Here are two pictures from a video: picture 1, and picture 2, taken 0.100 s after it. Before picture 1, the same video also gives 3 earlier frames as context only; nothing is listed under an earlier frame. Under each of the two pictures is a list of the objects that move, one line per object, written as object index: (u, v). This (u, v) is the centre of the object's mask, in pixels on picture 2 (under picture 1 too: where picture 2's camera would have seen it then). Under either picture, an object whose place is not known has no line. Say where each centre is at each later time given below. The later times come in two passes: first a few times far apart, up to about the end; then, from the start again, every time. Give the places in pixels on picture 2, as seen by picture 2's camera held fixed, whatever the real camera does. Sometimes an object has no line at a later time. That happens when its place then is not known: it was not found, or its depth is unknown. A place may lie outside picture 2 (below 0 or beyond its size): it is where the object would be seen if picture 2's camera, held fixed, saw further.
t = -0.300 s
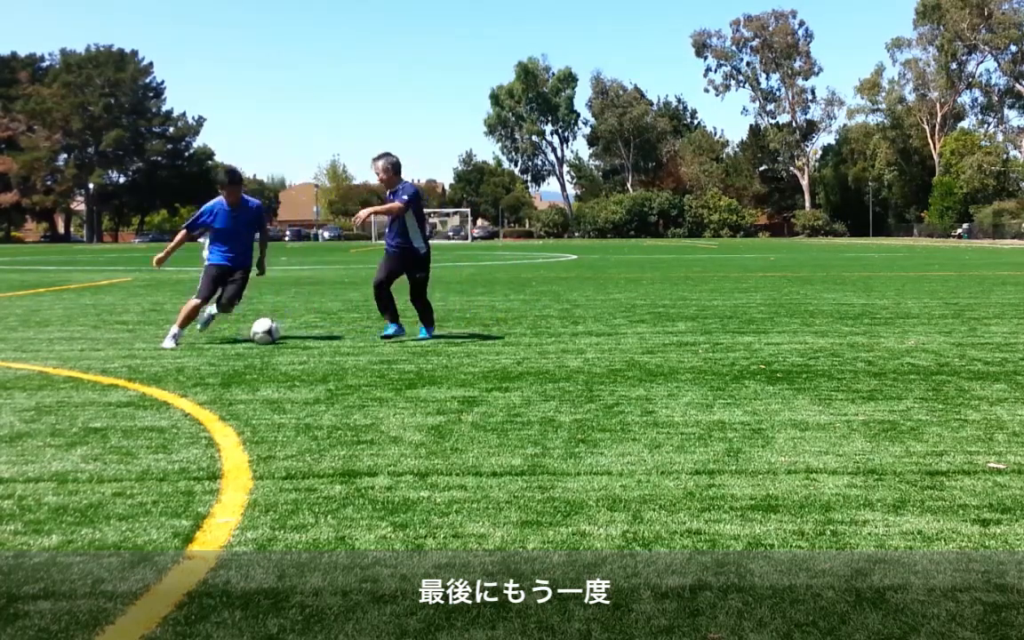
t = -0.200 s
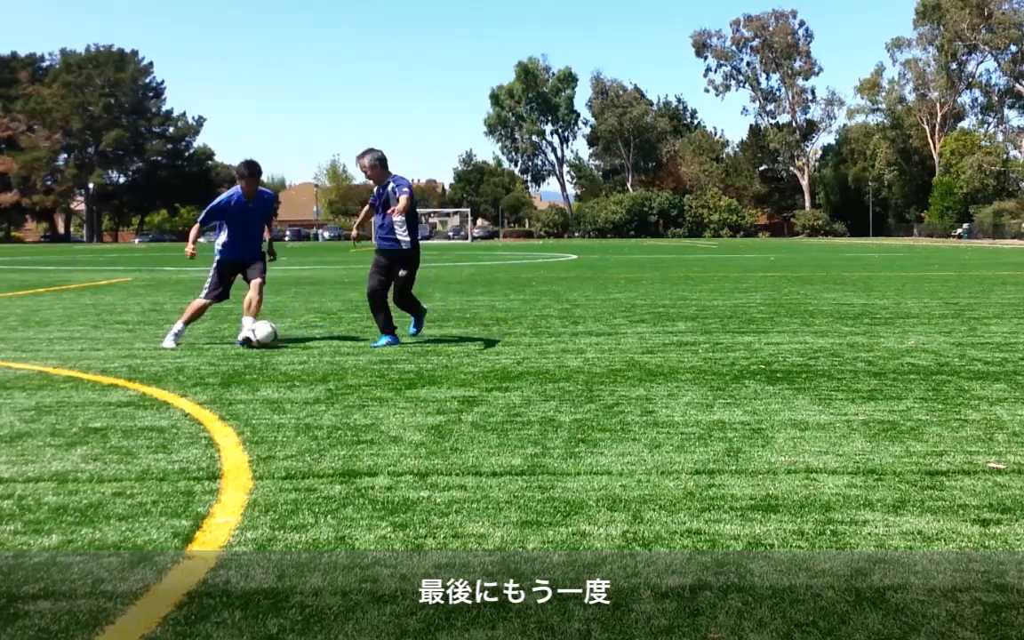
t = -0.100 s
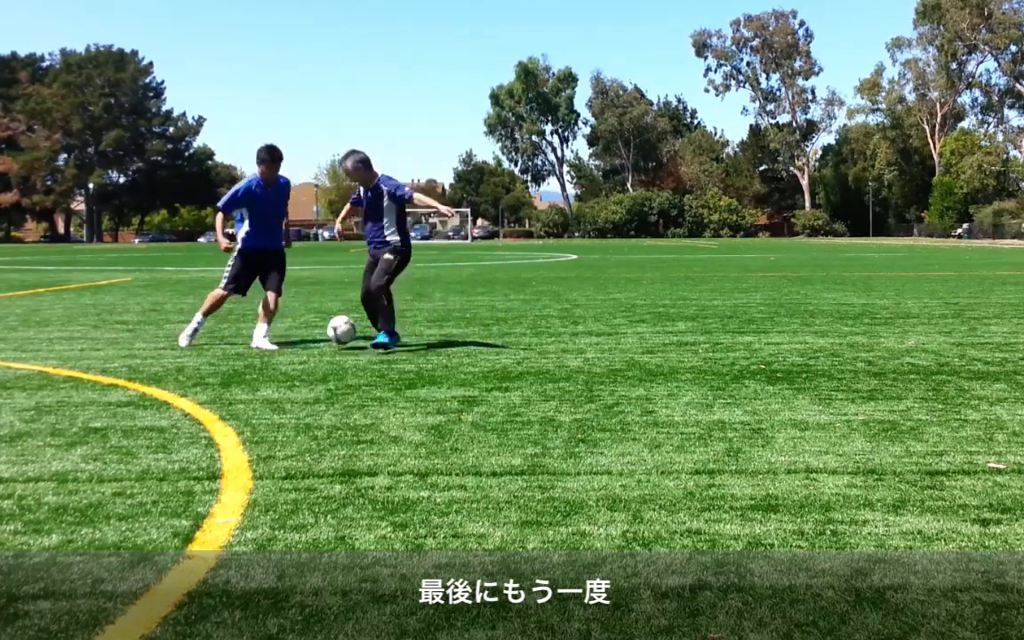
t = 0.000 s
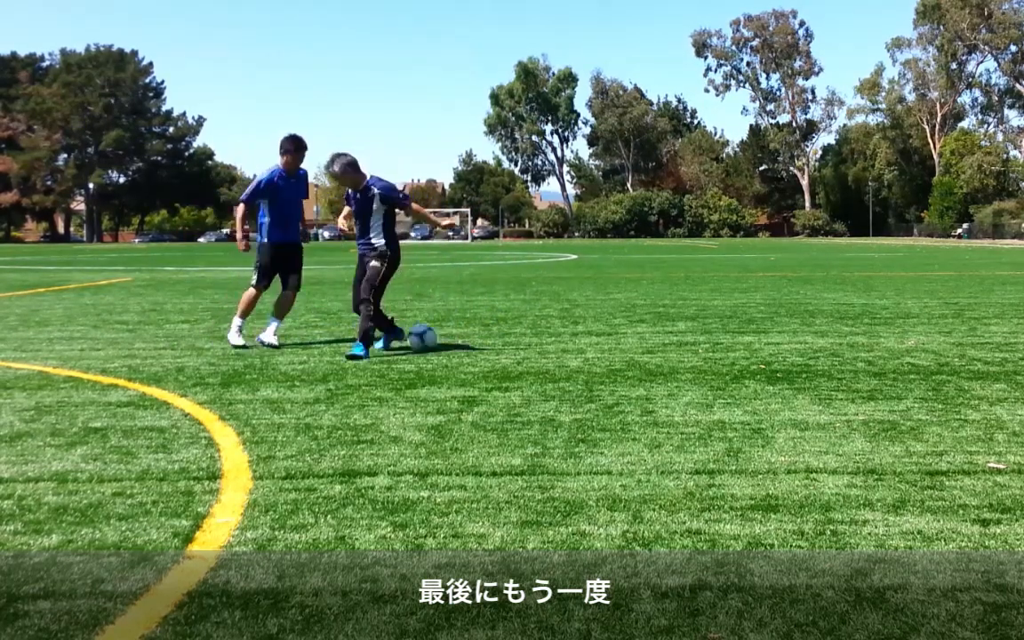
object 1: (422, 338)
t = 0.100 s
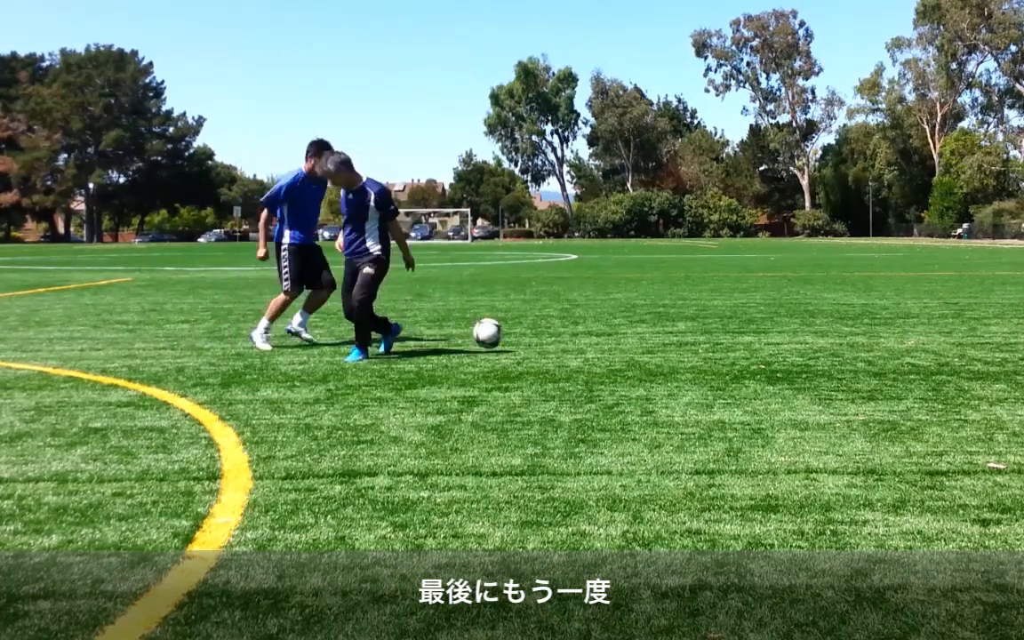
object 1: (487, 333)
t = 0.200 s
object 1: (555, 340)
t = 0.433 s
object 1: (679, 343)
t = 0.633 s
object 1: (777, 348)
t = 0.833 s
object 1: (875, 353)
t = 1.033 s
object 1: (977, 357)
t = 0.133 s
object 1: (510, 334)
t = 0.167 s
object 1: (533, 337)
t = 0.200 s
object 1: (555, 340)
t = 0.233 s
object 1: (575, 340)
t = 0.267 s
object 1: (593, 340)
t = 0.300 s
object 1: (611, 340)
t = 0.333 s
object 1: (630, 342)
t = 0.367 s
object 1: (647, 342)
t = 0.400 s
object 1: (663, 342)
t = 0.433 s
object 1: (679, 343)
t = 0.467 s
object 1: (695, 344)
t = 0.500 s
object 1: (712, 346)
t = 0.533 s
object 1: (728, 345)
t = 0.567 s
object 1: (744, 346)
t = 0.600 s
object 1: (761, 348)
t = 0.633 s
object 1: (777, 348)
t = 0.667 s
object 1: (794, 349)
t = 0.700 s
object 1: (810, 350)
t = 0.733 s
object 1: (826, 350)
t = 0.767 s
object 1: (843, 351)
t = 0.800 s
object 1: (859, 352)
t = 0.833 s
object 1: (875, 353)
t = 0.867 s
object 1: (893, 353)
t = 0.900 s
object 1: (910, 354)
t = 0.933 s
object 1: (927, 355)
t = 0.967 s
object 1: (943, 356)
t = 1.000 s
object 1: (960, 356)
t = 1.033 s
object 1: (977, 357)
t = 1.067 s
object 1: (993, 359)
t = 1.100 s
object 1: (1008, 359)
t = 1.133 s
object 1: (1016, 359)
